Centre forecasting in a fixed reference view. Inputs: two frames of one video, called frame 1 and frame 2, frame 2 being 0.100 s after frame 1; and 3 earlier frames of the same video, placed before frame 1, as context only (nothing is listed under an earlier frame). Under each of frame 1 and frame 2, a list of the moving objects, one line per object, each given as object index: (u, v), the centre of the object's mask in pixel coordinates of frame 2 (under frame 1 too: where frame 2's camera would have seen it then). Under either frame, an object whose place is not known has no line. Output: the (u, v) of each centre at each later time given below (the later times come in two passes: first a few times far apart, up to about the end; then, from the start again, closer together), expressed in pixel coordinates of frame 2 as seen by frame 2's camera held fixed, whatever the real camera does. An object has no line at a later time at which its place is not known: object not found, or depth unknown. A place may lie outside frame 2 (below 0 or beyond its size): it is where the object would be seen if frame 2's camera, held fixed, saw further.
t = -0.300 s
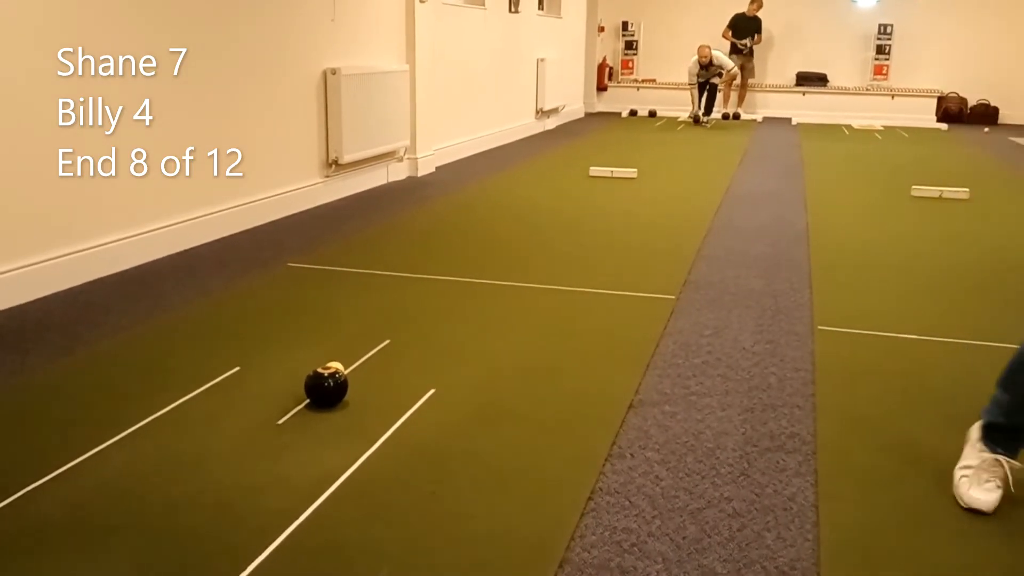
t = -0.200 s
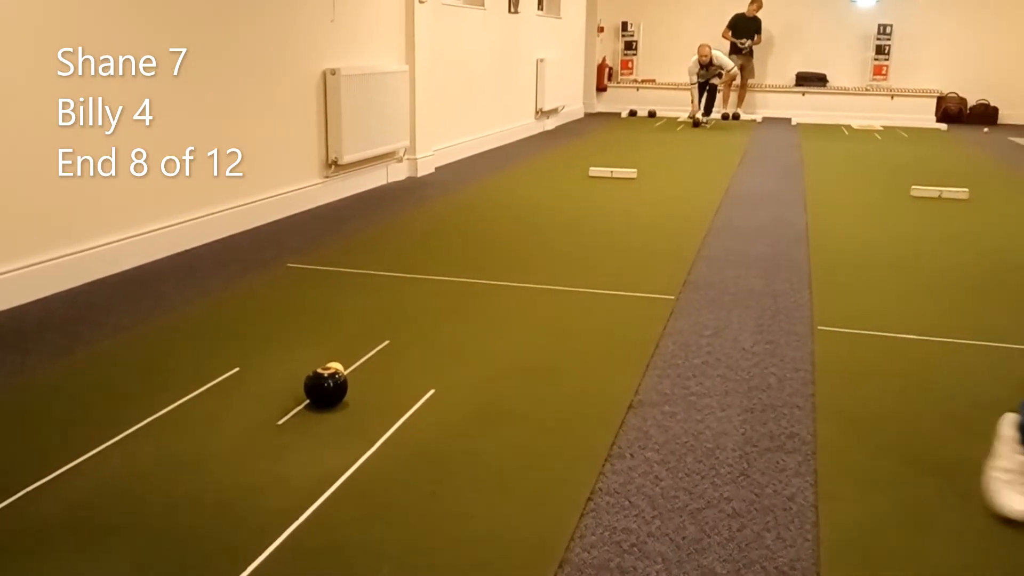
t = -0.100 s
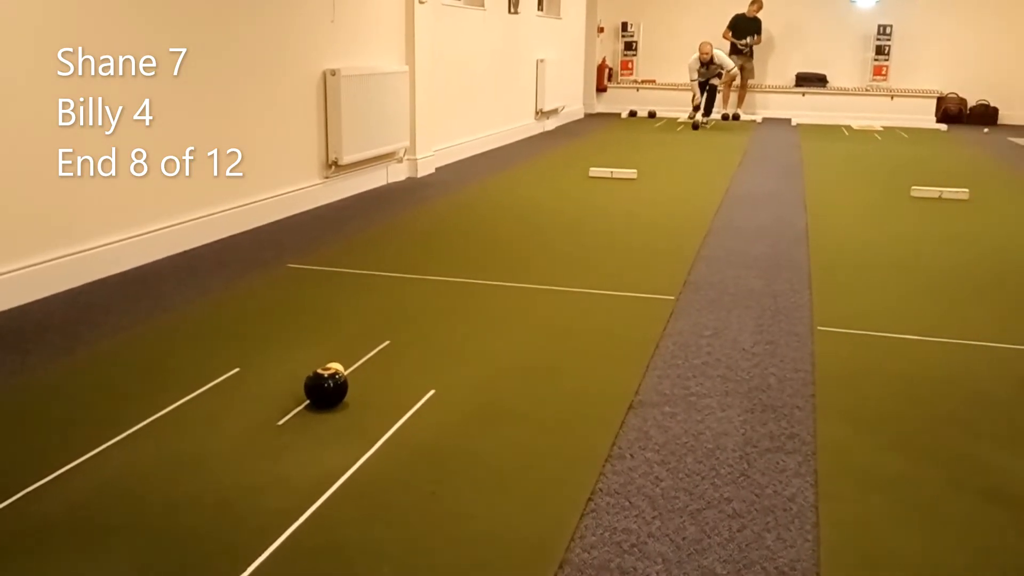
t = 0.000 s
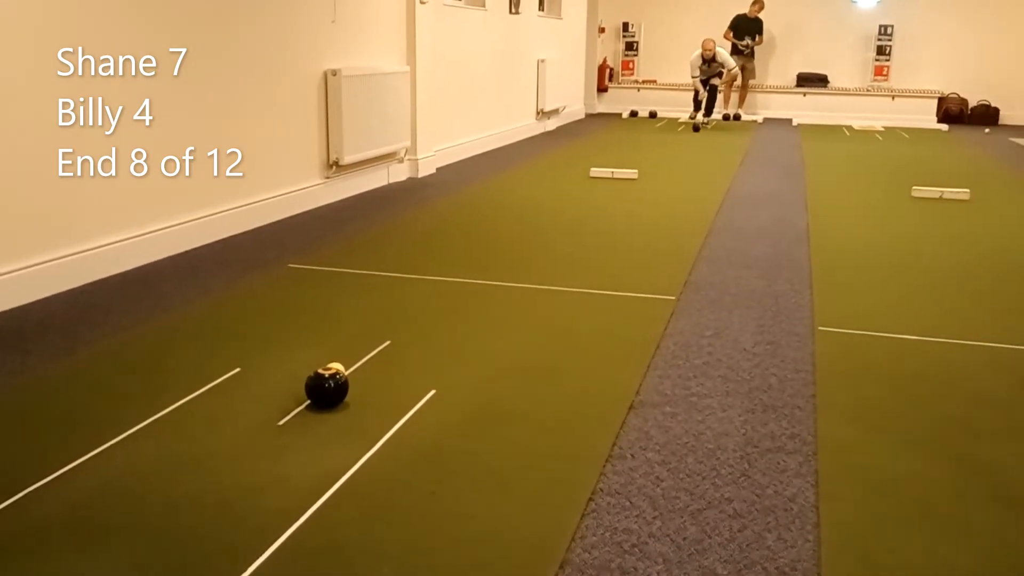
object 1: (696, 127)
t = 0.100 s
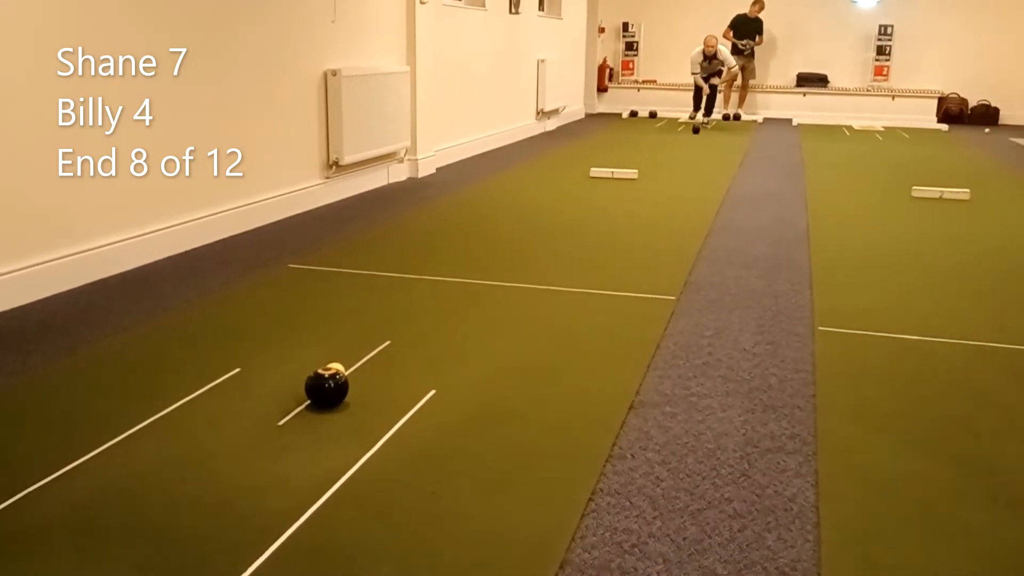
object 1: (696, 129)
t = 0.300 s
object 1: (695, 133)
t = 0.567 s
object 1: (693, 138)
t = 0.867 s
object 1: (691, 144)
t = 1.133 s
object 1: (689, 151)
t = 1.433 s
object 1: (686, 158)
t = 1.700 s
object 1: (681, 166)
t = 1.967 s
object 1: (676, 174)
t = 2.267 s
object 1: (668, 185)
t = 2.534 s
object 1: (660, 195)
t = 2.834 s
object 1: (648, 208)
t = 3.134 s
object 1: (633, 222)
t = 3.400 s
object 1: (617, 237)
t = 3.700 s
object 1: (594, 255)
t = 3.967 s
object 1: (569, 274)
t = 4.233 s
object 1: (538, 296)
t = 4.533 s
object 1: (496, 324)
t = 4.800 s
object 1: (450, 353)
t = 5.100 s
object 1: (386, 391)
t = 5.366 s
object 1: (318, 431)
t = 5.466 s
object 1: (289, 447)
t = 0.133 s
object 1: (696, 130)
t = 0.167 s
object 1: (695, 130)
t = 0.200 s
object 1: (696, 131)
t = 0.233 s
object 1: (695, 131)
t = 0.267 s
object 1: (695, 132)
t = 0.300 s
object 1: (695, 133)
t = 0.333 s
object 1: (695, 133)
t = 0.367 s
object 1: (695, 134)
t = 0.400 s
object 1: (695, 134)
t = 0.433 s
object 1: (694, 135)
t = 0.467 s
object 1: (694, 136)
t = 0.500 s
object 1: (694, 136)
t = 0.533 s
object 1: (694, 137)
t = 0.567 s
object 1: (693, 138)
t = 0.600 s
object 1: (693, 138)
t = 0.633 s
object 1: (693, 139)
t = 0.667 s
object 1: (693, 140)
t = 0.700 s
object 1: (693, 141)
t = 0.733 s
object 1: (692, 141)
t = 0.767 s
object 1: (692, 142)
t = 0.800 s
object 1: (692, 143)
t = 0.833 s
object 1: (691, 143)
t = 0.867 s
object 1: (691, 144)
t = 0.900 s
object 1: (691, 145)
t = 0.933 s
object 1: (690, 146)
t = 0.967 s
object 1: (690, 147)
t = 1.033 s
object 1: (689, 148)
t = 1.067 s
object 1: (689, 149)
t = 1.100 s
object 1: (689, 150)
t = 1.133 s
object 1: (689, 151)
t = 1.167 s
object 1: (689, 152)
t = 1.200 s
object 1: (688, 152)
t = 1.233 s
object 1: (688, 153)
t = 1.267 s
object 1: (688, 154)
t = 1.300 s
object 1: (687, 155)
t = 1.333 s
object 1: (686, 156)
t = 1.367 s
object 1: (686, 157)
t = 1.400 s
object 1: (686, 157)
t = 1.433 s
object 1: (686, 158)
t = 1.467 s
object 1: (685, 159)
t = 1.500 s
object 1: (685, 160)
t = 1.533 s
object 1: (684, 161)
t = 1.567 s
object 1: (683, 162)
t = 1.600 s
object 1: (683, 163)
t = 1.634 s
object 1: (682, 164)
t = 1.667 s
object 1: (682, 165)
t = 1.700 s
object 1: (681, 166)
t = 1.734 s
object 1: (680, 167)
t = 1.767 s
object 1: (679, 168)
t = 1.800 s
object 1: (679, 169)
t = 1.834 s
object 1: (678, 170)
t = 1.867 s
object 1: (677, 171)
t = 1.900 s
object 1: (677, 172)
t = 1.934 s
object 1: (676, 173)
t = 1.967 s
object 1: (676, 174)
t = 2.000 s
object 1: (675, 175)
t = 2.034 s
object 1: (674, 176)
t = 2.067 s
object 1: (673, 177)
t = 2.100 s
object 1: (673, 179)
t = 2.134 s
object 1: (672, 180)
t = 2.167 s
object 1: (671, 181)
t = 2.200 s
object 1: (670, 182)
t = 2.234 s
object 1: (669, 183)
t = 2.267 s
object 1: (668, 185)
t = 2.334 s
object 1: (666, 187)
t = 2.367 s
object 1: (665, 188)
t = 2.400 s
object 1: (664, 190)
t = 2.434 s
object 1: (663, 191)
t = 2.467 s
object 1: (662, 192)
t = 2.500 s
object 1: (661, 194)
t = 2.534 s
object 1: (660, 195)
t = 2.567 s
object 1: (659, 196)
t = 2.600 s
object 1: (657, 198)
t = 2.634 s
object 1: (656, 199)
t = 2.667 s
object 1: (655, 200)
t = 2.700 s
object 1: (653, 202)
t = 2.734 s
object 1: (652, 204)
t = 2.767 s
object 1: (651, 205)
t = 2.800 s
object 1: (649, 206)
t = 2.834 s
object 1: (648, 208)
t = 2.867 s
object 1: (646, 209)
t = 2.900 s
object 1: (645, 211)
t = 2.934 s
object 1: (643, 213)
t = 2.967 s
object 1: (642, 214)
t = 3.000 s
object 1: (640, 216)
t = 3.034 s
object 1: (638, 217)
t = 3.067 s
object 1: (637, 219)
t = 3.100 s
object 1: (635, 221)
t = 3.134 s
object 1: (633, 222)
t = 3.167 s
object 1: (631, 224)
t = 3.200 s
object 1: (629, 226)
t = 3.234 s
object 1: (627, 227)
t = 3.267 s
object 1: (625, 229)
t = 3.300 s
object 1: (623, 231)
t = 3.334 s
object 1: (622, 233)
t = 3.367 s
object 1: (619, 235)
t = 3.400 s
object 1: (617, 237)
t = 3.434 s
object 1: (615, 239)
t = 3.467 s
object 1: (612, 241)
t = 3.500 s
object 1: (610, 243)
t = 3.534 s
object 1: (608, 245)
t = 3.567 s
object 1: (605, 247)
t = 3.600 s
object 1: (602, 249)
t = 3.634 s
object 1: (600, 251)
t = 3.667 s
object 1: (597, 253)
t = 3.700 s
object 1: (594, 255)
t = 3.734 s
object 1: (591, 258)
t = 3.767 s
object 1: (588, 260)
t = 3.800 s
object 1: (585, 263)
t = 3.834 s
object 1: (582, 265)
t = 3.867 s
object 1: (579, 267)
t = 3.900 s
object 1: (575, 269)
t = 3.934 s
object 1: (572, 272)
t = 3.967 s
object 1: (569, 274)
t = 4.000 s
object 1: (565, 277)
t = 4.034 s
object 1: (561, 280)
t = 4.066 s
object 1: (558, 282)
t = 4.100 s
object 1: (554, 285)
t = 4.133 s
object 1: (550, 288)
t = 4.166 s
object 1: (546, 290)
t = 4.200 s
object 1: (542, 293)
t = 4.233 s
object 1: (538, 296)
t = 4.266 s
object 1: (534, 299)
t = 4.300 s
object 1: (529, 302)
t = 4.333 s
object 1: (525, 305)
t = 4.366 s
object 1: (520, 308)
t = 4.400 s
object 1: (515, 311)
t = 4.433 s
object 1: (511, 314)
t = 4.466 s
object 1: (505, 318)
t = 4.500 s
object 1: (501, 321)
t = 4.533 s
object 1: (496, 324)
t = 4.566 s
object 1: (491, 327)
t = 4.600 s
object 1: (486, 331)
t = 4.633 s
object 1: (479, 334)
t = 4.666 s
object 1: (474, 338)
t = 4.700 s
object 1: (468, 341)
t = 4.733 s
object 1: (462, 346)
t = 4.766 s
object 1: (456, 349)
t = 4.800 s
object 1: (450, 353)
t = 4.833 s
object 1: (444, 357)
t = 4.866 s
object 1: (437, 361)
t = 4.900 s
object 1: (431, 365)
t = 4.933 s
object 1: (423, 369)
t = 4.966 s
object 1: (416, 374)
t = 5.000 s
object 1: (409, 378)
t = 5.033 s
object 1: (402, 382)
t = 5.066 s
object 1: (394, 387)
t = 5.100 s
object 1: (386, 391)
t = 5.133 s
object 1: (379, 396)
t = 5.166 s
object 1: (370, 401)
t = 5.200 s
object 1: (362, 405)
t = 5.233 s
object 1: (354, 410)
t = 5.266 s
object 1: (344, 415)
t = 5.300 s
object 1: (336, 419)
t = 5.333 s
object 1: (327, 424)
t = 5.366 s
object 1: (318, 431)
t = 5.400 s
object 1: (308, 435)
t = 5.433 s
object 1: (299, 442)
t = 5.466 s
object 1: (289, 447)
